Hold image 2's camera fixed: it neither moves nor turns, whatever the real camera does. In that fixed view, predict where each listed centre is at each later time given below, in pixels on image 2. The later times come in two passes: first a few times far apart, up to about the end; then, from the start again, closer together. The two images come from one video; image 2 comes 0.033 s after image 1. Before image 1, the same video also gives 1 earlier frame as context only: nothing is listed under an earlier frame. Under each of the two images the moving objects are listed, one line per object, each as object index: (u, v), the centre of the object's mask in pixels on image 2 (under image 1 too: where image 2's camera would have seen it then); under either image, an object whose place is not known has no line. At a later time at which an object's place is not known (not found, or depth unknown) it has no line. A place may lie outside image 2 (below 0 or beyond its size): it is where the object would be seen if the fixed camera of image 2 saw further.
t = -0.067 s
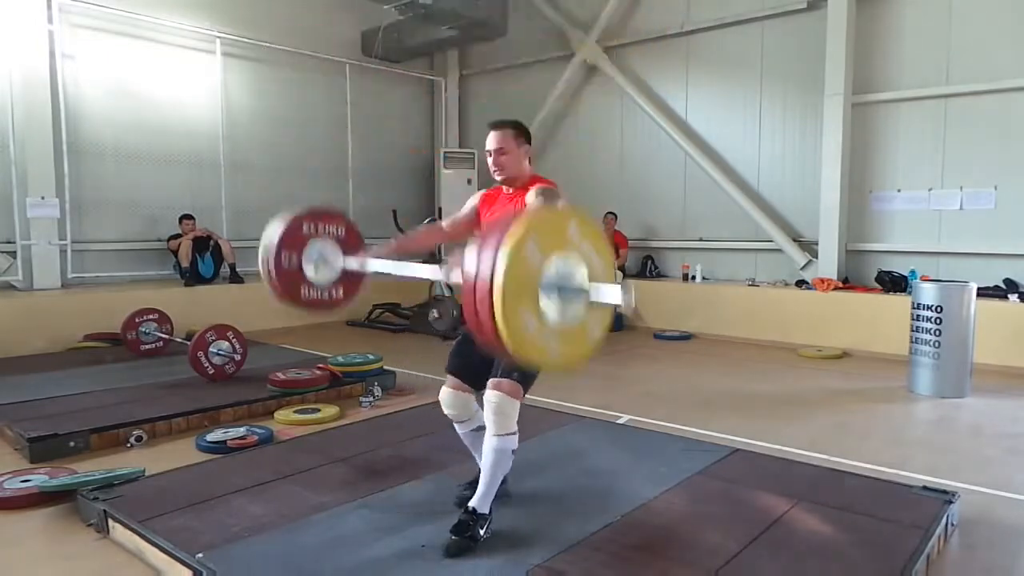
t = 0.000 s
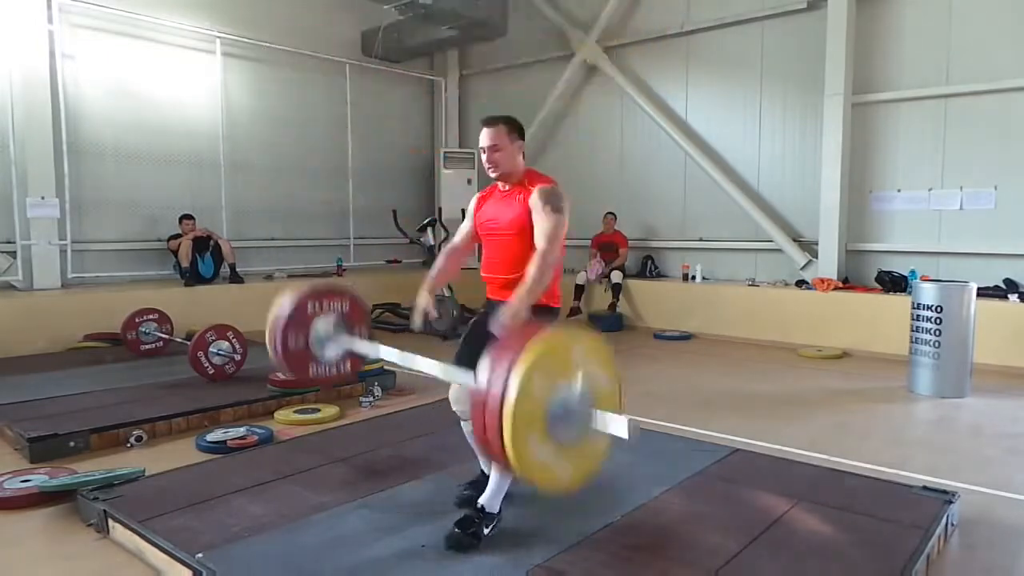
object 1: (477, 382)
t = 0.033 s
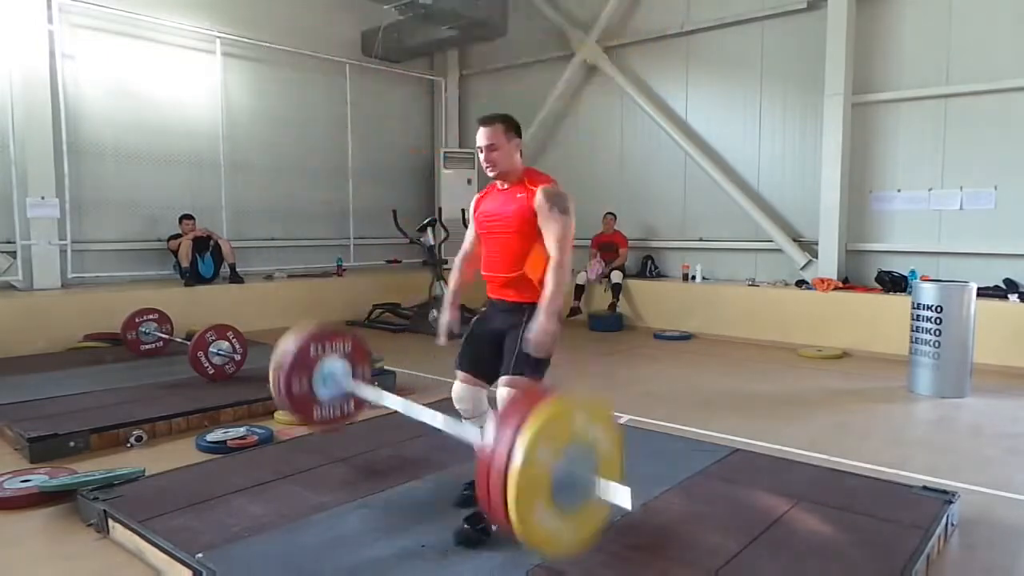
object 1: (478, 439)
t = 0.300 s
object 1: (495, 370)
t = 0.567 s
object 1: (504, 351)
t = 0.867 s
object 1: (509, 483)
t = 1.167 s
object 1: (528, 469)
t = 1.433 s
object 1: (539, 480)
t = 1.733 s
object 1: (553, 480)
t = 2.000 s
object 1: (565, 477)
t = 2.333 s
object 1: (566, 477)
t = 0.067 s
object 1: (470, 482)
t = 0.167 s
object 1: (484, 449)
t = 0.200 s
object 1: (488, 428)
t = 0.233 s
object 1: (489, 405)
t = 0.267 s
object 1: (492, 386)
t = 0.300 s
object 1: (495, 370)
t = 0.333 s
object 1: (494, 357)
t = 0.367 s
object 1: (495, 347)
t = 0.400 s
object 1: (498, 340)
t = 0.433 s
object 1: (500, 336)
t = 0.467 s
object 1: (502, 336)
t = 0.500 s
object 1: (503, 339)
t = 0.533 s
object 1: (503, 344)
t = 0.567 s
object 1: (504, 351)
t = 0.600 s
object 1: (505, 363)
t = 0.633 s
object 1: (507, 379)
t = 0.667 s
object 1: (507, 397)
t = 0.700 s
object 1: (508, 419)
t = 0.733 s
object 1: (511, 445)
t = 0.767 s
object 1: (506, 465)
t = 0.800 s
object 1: (490, 480)
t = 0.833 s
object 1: (499, 481)
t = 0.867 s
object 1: (509, 483)
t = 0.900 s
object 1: (518, 474)
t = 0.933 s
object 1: (521, 467)
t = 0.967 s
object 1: (526, 460)
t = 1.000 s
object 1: (526, 455)
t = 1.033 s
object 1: (526, 452)
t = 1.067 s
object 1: (530, 454)
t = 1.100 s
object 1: (530, 458)
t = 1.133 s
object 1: (528, 463)
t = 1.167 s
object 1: (528, 469)
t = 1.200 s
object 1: (524, 475)
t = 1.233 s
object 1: (527, 475)
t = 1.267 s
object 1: (533, 478)
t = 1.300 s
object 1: (536, 481)
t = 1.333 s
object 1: (540, 484)
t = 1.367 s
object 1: (542, 481)
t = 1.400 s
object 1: (542, 480)
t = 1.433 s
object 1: (539, 480)
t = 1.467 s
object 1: (541, 479)
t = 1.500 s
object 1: (546, 478)
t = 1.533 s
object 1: (547, 478)
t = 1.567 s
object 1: (547, 479)
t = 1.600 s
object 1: (546, 483)
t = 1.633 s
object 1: (551, 484)
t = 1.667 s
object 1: (552, 482)
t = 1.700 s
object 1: (553, 481)
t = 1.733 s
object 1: (553, 480)
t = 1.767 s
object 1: (554, 479)
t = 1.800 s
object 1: (555, 480)
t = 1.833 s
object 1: (558, 481)
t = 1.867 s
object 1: (558, 479)
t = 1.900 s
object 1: (559, 478)
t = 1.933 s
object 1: (563, 479)
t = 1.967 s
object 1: (564, 478)
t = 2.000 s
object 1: (565, 477)
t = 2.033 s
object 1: (566, 477)
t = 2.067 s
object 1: (567, 476)
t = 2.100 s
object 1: (566, 477)
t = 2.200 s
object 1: (566, 477)
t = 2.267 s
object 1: (566, 477)
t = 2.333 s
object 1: (566, 477)
